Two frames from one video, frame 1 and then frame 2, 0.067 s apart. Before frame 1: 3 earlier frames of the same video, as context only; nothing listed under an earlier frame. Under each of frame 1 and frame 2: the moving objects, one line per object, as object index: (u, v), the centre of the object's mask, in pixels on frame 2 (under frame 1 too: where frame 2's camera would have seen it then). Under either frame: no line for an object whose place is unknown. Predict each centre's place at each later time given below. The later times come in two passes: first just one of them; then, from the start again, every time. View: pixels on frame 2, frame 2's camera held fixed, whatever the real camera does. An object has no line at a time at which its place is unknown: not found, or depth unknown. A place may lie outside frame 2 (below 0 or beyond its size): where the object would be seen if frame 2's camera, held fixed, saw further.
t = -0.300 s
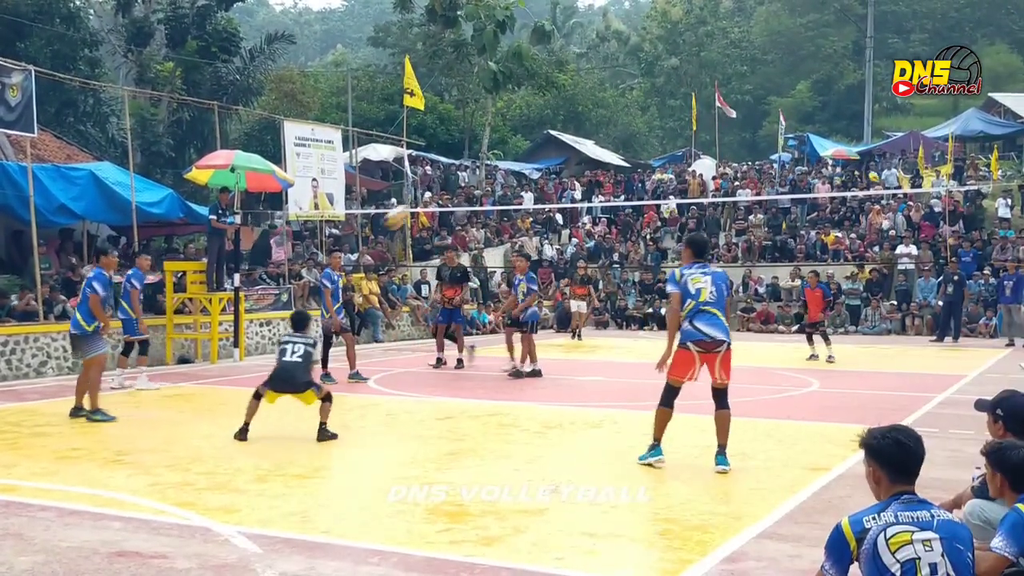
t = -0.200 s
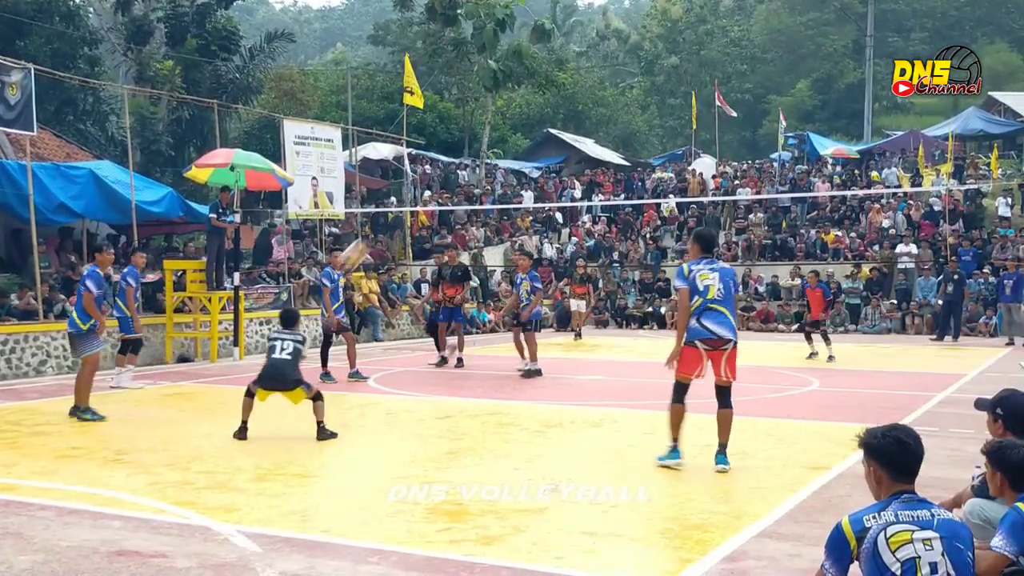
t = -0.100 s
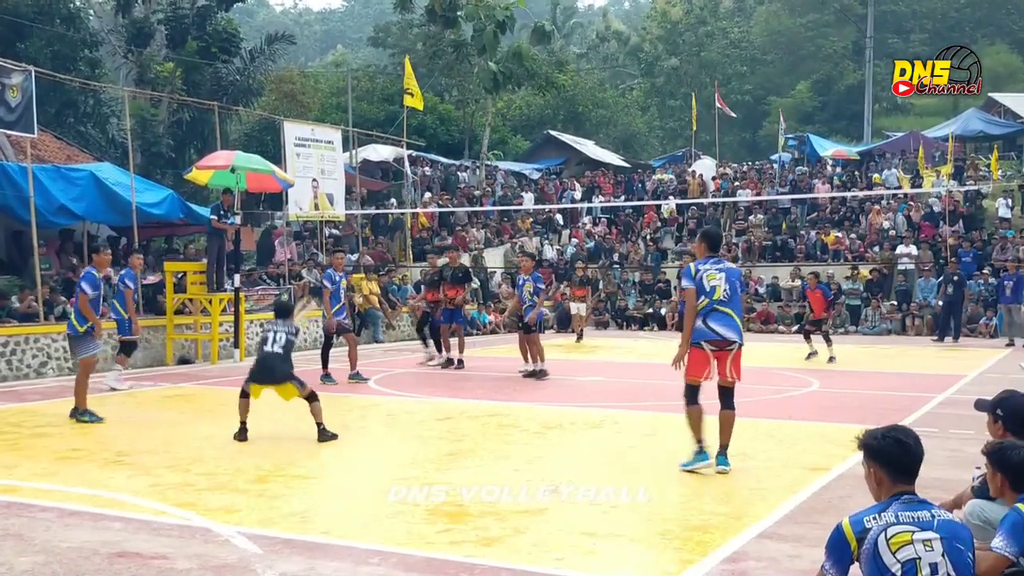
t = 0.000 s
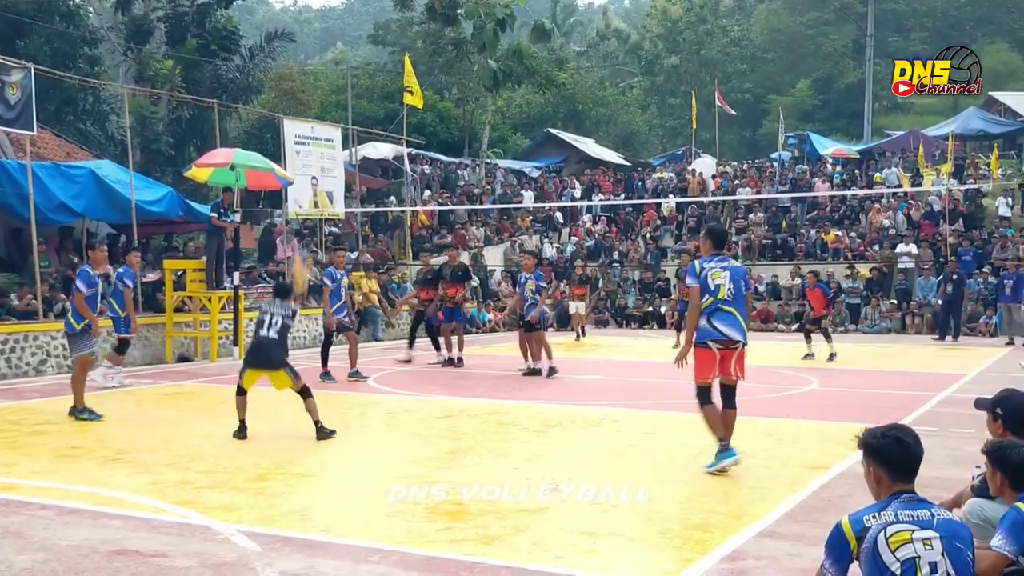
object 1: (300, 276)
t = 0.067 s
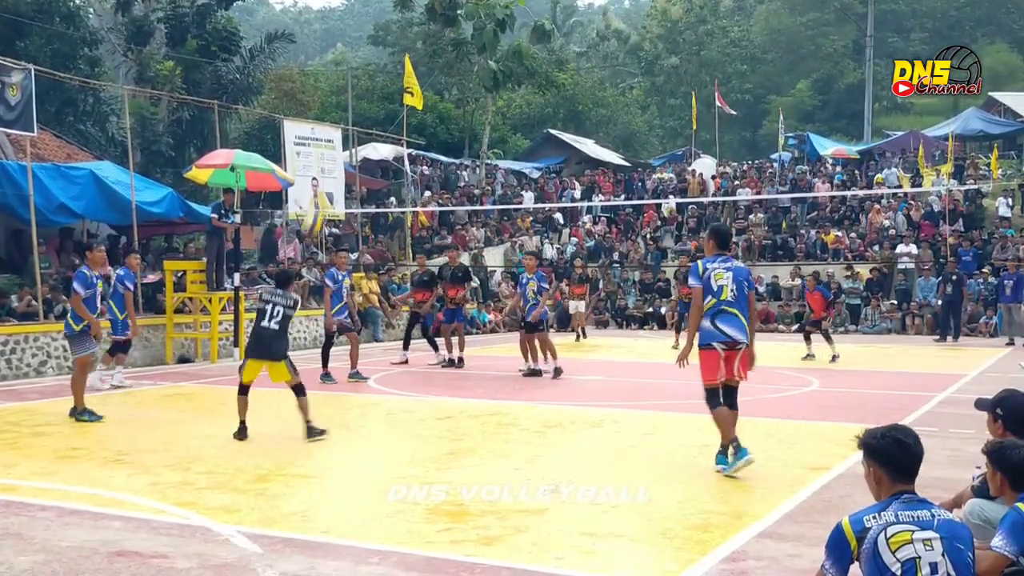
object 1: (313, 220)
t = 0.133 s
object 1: (327, 175)
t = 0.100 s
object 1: (325, 193)
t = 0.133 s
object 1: (327, 175)
